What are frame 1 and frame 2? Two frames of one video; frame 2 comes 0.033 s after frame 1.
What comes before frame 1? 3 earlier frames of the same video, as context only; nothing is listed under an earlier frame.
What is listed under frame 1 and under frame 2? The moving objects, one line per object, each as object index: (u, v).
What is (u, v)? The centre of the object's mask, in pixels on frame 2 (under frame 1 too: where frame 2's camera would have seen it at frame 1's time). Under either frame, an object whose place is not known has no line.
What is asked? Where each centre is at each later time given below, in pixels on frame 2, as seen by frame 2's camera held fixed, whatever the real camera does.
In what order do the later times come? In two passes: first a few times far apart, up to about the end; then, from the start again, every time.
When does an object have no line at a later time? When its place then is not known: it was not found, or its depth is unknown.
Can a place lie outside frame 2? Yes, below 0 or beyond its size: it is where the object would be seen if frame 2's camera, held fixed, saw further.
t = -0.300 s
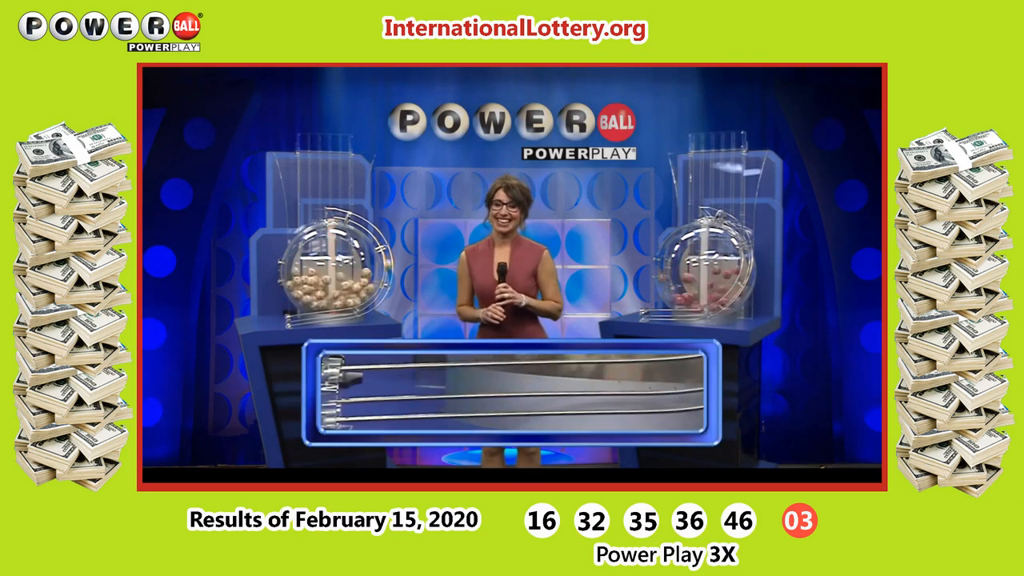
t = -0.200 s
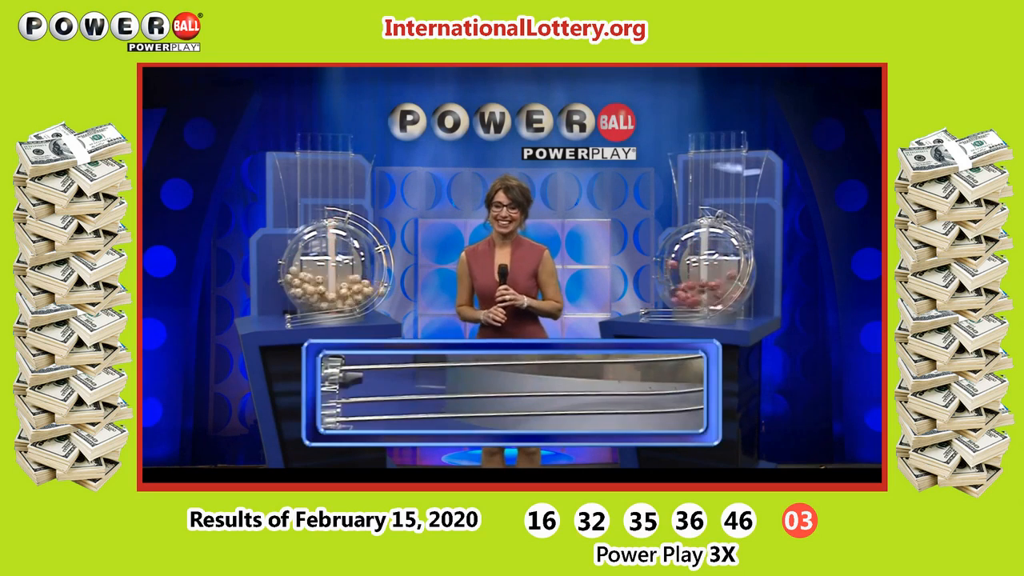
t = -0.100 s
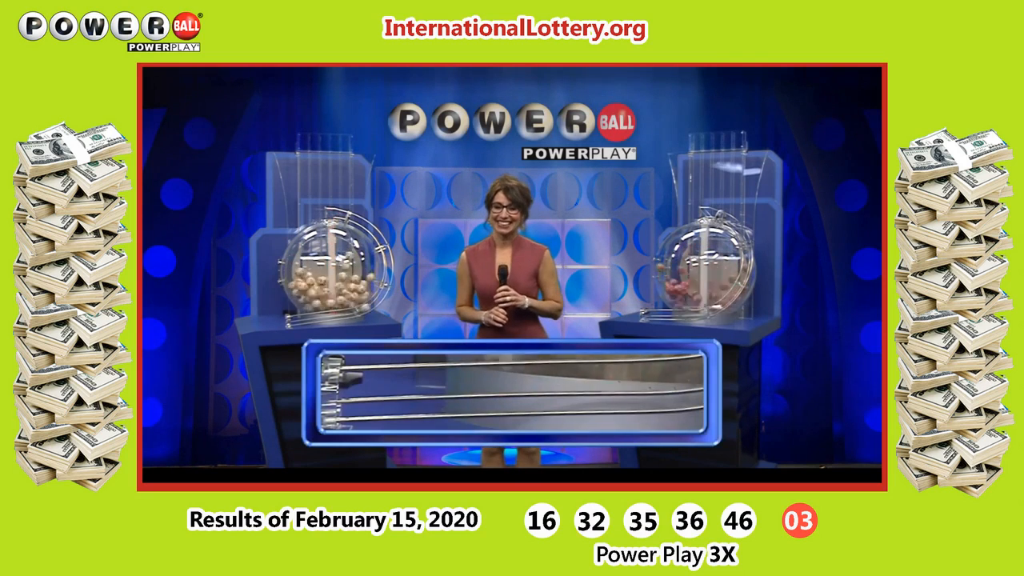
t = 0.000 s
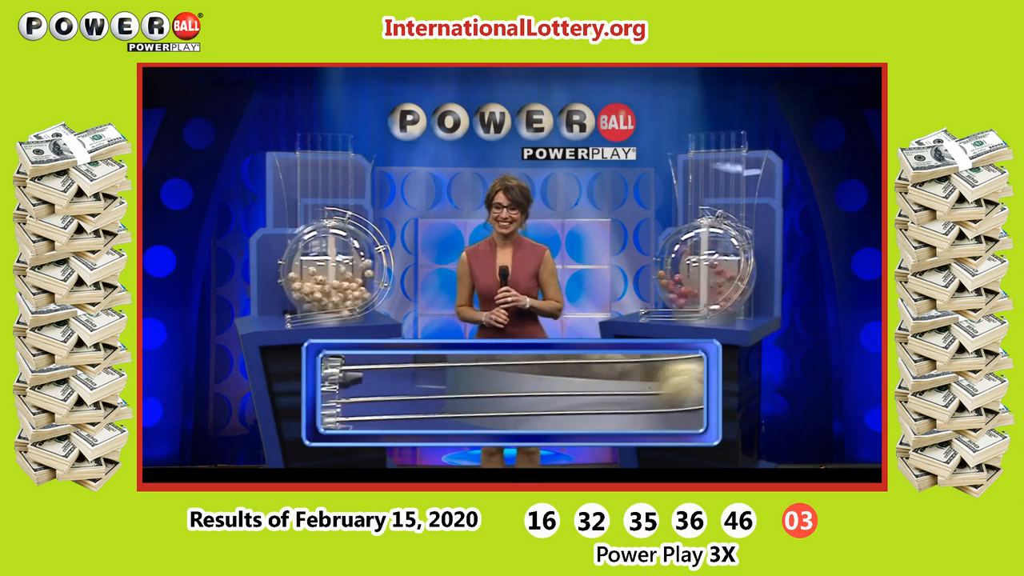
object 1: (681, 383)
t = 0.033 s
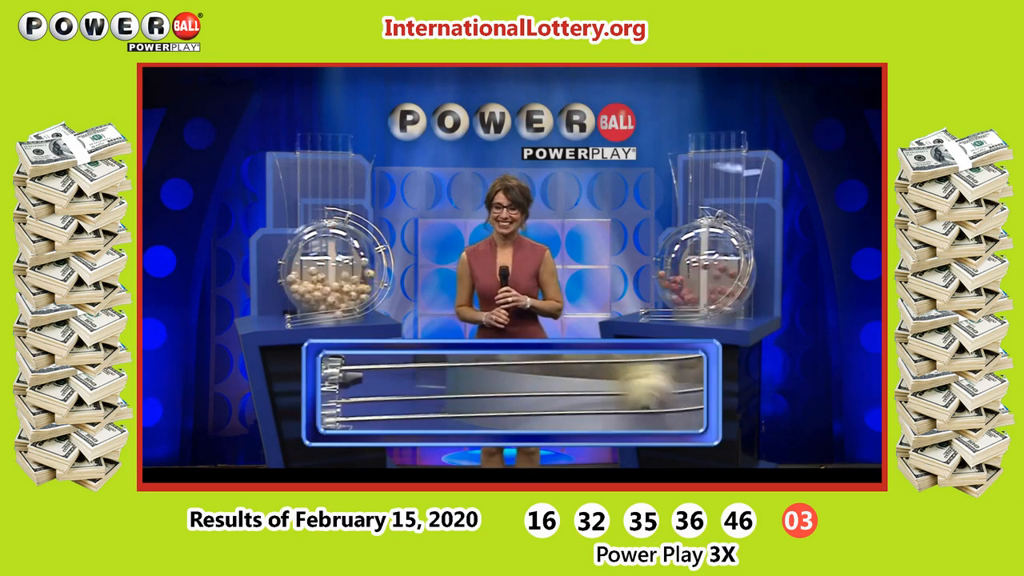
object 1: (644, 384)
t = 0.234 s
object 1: (414, 391)
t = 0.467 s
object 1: (373, 394)
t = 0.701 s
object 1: (367, 394)
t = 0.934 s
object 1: (366, 394)
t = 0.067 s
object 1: (608, 386)
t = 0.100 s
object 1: (569, 387)
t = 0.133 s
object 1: (530, 387)
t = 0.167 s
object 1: (490, 388)
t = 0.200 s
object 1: (452, 390)
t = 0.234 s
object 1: (414, 391)
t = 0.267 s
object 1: (373, 393)
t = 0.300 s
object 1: (365, 394)
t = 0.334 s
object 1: (371, 394)
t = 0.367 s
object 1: (374, 395)
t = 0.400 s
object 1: (374, 395)
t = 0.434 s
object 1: (374, 394)
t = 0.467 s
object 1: (373, 394)
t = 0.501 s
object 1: (373, 394)
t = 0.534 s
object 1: (371, 395)
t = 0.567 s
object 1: (370, 395)
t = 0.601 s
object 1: (368, 395)
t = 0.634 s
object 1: (366, 394)
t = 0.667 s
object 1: (366, 394)
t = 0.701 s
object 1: (367, 394)
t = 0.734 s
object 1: (366, 394)
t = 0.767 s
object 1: (366, 394)
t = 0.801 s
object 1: (366, 394)
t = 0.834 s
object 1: (366, 394)
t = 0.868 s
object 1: (366, 394)
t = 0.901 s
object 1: (366, 394)
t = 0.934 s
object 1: (366, 394)
